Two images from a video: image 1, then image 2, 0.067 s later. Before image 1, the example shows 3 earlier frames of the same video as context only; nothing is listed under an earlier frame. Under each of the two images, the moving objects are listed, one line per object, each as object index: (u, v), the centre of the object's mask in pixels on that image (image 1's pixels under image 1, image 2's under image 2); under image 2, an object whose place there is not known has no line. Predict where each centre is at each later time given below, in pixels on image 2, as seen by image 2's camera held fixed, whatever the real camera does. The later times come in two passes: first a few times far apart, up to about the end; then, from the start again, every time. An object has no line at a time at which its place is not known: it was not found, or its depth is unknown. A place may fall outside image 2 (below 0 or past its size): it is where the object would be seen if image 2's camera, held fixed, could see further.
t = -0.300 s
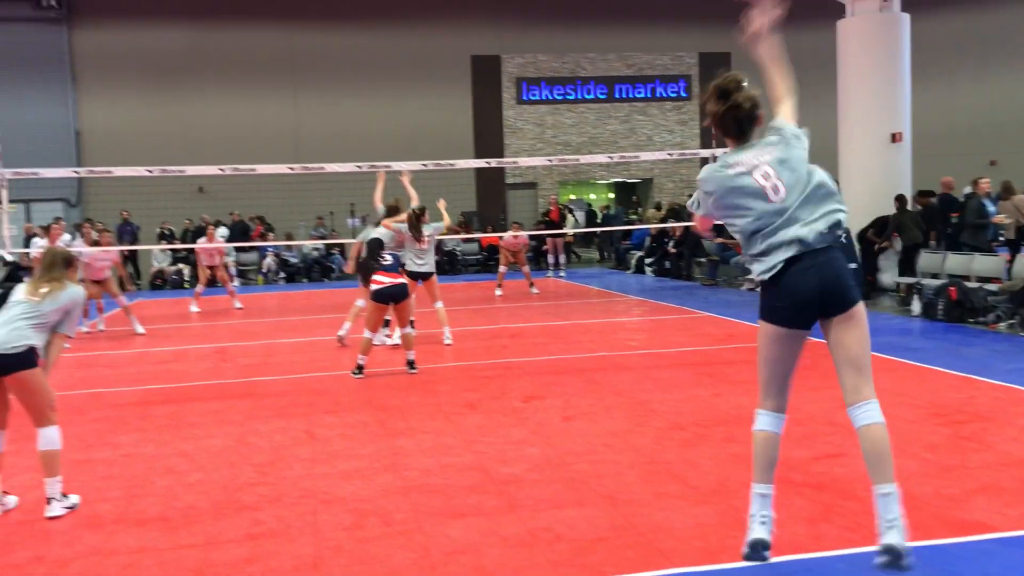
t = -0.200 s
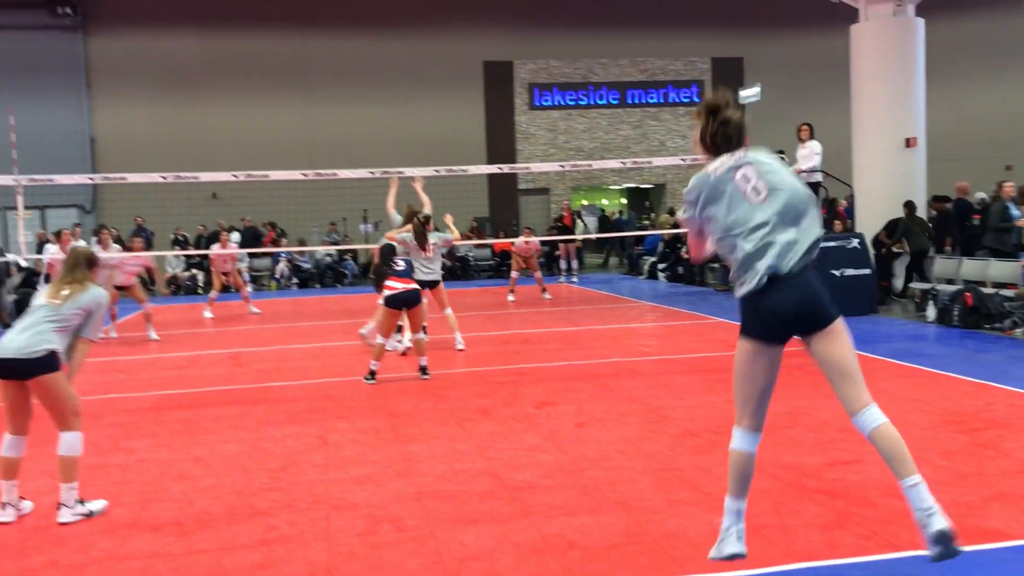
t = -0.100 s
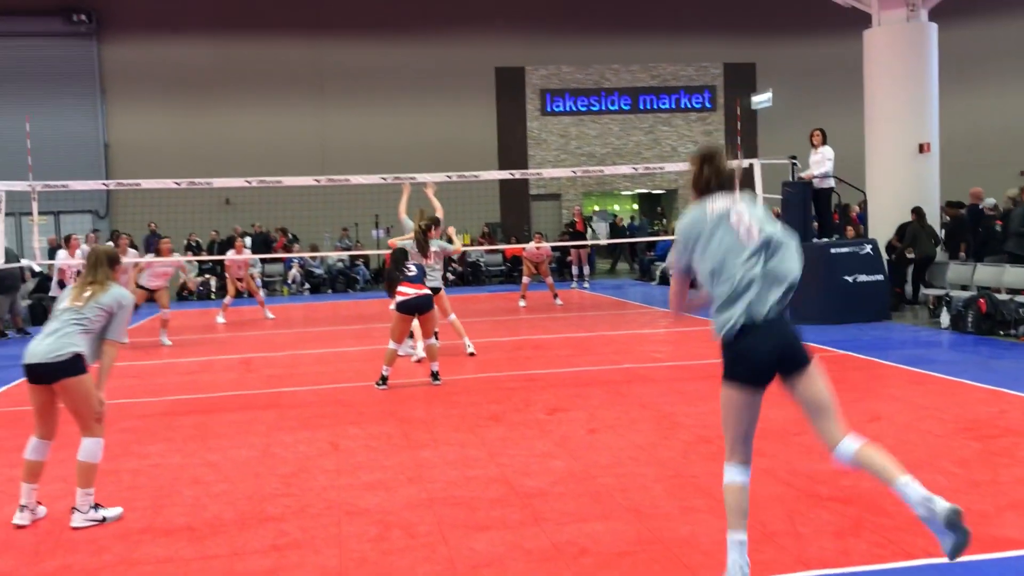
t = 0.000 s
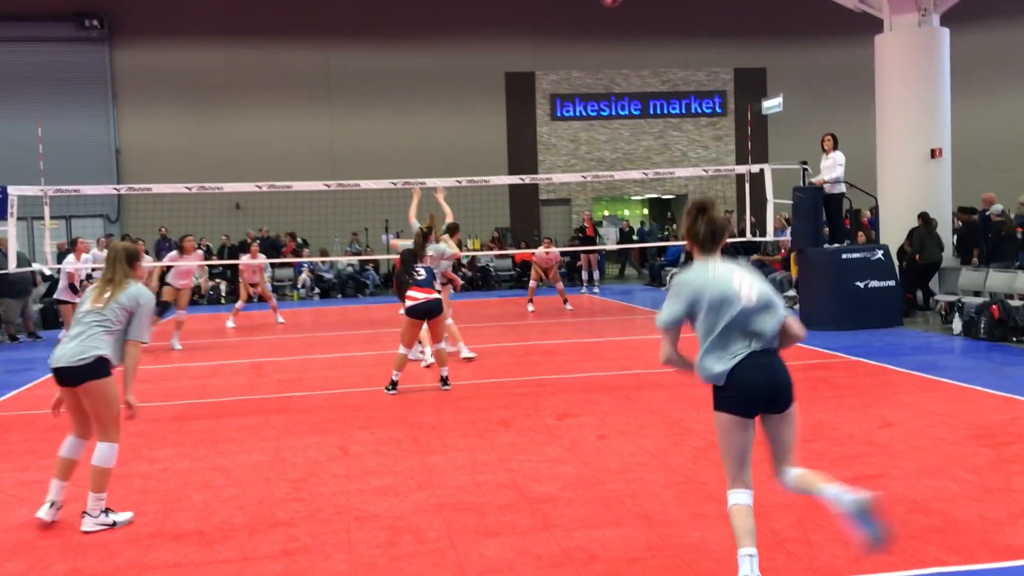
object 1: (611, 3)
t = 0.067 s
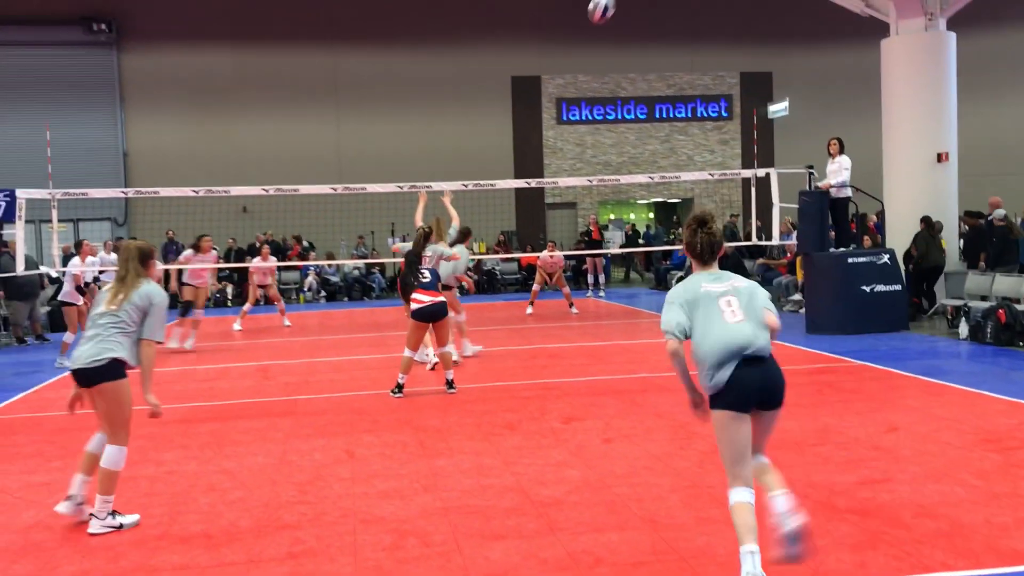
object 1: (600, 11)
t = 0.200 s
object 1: (575, 44)
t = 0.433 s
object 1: (546, 121)
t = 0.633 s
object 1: (529, 193)
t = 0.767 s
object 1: (520, 239)
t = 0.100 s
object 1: (594, 16)
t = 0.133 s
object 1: (587, 25)
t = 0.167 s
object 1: (581, 34)
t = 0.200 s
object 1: (575, 44)
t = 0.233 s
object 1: (569, 55)
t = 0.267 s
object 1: (564, 65)
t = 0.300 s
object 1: (560, 76)
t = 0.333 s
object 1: (556, 87)
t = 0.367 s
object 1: (552, 98)
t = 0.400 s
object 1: (549, 110)
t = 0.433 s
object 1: (546, 121)
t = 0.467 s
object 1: (542, 133)
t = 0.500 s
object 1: (539, 144)
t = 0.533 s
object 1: (537, 156)
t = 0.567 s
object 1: (534, 167)
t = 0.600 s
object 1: (532, 174)
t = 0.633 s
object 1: (529, 193)
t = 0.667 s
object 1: (527, 202)
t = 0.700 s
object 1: (525, 215)
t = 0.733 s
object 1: (522, 227)
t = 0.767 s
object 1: (520, 239)
